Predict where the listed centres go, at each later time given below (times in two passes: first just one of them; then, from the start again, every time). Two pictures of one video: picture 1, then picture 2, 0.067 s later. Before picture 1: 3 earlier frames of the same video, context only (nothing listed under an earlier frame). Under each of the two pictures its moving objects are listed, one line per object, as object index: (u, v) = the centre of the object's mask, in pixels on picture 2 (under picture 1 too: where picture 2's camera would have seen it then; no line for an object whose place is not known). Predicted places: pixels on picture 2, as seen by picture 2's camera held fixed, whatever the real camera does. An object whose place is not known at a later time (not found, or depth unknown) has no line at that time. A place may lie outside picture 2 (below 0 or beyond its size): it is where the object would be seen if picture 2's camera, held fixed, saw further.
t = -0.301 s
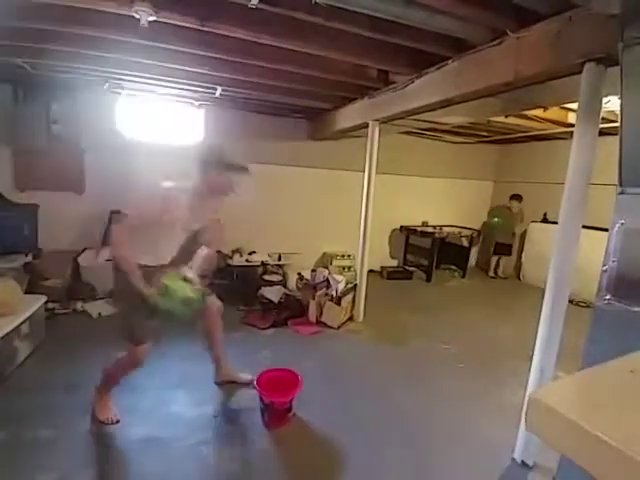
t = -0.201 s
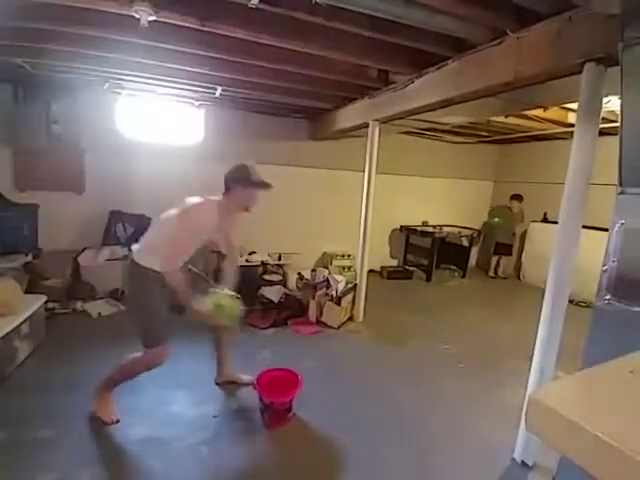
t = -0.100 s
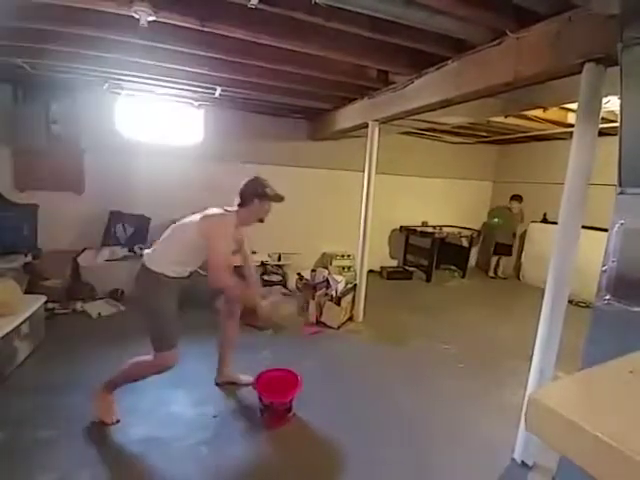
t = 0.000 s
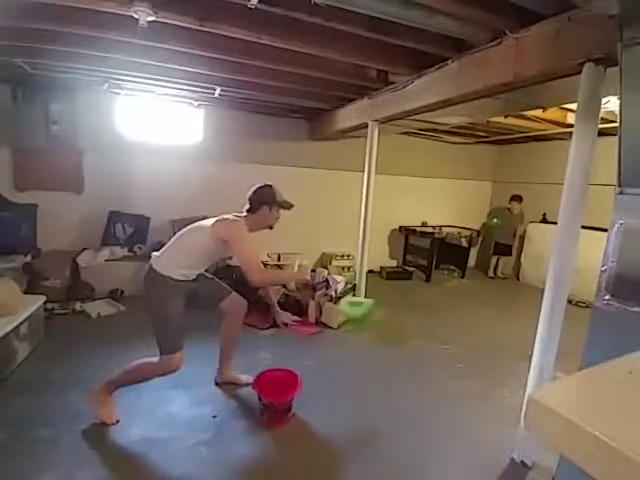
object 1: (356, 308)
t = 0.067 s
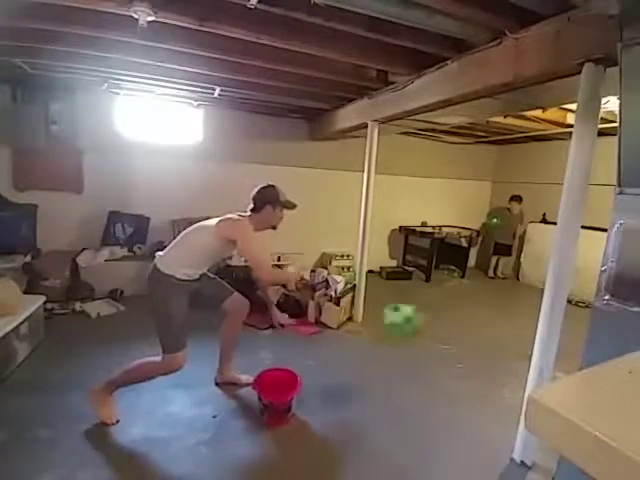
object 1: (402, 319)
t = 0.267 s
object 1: (493, 357)
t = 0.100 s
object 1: (420, 322)
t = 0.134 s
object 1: (437, 325)
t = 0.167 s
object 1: (455, 332)
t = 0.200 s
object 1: (467, 344)
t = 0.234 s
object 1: (484, 356)
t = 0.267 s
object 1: (493, 357)
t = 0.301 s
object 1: (501, 342)
